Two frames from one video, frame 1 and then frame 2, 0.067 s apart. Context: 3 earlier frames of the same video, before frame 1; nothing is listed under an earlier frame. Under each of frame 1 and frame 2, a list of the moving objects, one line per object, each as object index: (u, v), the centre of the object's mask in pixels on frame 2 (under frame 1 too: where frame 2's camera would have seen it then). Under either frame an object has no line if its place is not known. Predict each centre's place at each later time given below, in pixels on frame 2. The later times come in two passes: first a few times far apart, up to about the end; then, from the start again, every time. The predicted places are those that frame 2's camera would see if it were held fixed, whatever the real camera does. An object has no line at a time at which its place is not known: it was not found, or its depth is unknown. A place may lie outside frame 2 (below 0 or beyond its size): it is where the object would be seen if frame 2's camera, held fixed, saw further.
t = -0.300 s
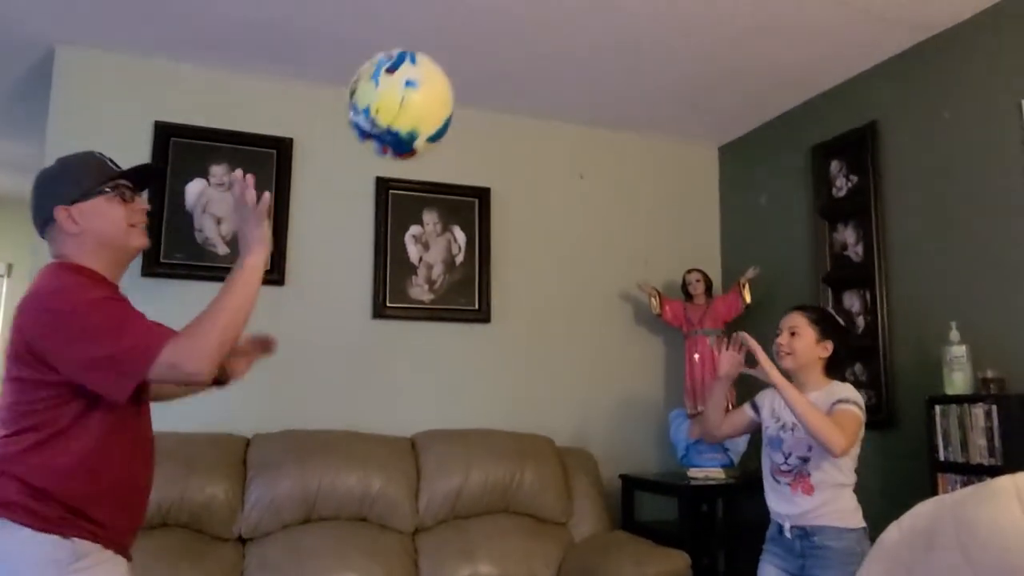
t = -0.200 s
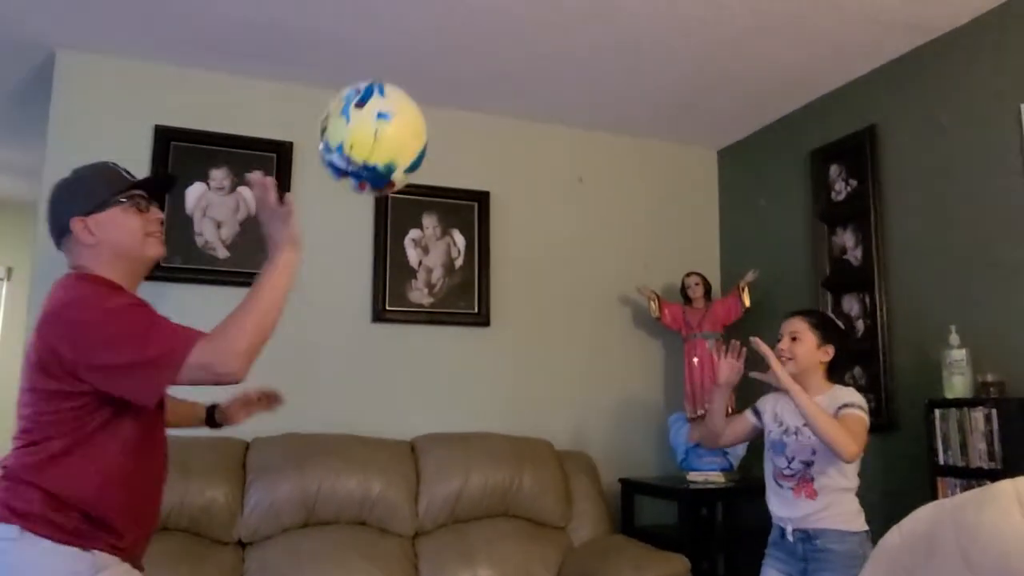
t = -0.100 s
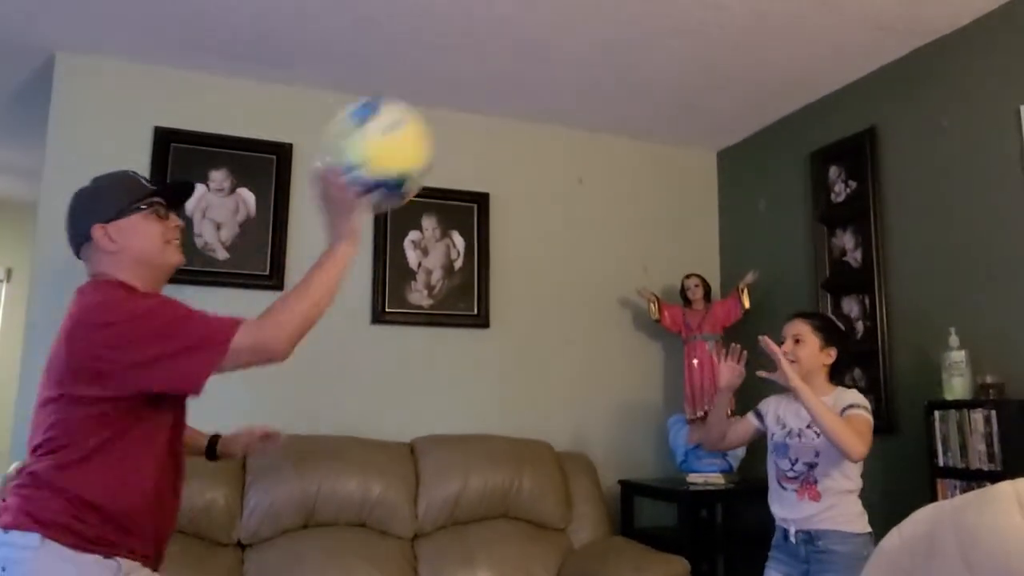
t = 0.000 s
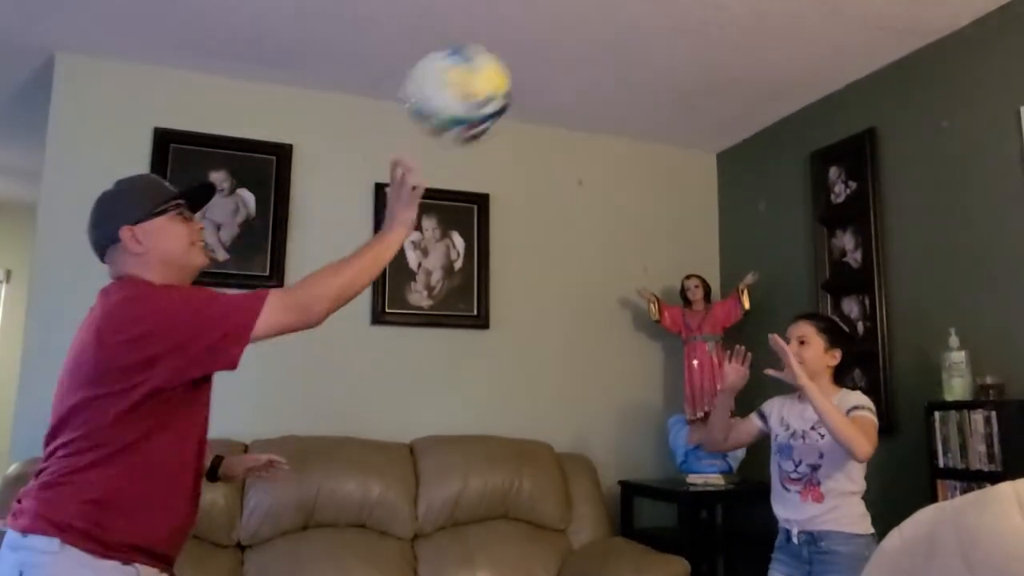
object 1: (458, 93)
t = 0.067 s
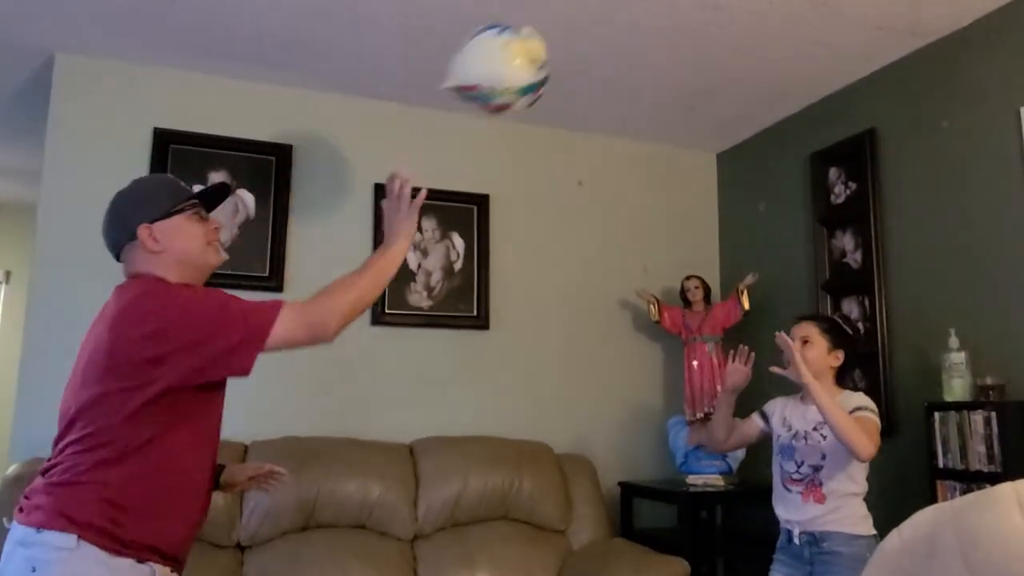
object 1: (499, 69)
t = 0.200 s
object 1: (564, 37)
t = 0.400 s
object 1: (624, 38)
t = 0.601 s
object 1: (660, 72)
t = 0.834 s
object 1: (691, 139)
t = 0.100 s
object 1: (518, 57)
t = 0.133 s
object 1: (536, 49)
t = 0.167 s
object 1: (552, 42)
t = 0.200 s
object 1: (564, 37)
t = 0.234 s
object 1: (576, 35)
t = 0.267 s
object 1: (587, 34)
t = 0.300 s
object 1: (597, 34)
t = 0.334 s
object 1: (607, 34)
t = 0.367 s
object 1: (615, 36)
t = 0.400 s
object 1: (624, 38)
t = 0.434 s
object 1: (632, 41)
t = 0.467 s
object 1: (637, 45)
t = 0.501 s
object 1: (643, 51)
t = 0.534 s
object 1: (649, 57)
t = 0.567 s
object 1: (654, 64)
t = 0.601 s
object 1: (660, 72)
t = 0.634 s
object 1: (665, 80)
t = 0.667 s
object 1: (670, 89)
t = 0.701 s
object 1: (676, 97)
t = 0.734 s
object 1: (680, 108)
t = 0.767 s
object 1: (684, 118)
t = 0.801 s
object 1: (688, 128)
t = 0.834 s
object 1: (691, 139)
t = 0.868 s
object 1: (695, 149)
